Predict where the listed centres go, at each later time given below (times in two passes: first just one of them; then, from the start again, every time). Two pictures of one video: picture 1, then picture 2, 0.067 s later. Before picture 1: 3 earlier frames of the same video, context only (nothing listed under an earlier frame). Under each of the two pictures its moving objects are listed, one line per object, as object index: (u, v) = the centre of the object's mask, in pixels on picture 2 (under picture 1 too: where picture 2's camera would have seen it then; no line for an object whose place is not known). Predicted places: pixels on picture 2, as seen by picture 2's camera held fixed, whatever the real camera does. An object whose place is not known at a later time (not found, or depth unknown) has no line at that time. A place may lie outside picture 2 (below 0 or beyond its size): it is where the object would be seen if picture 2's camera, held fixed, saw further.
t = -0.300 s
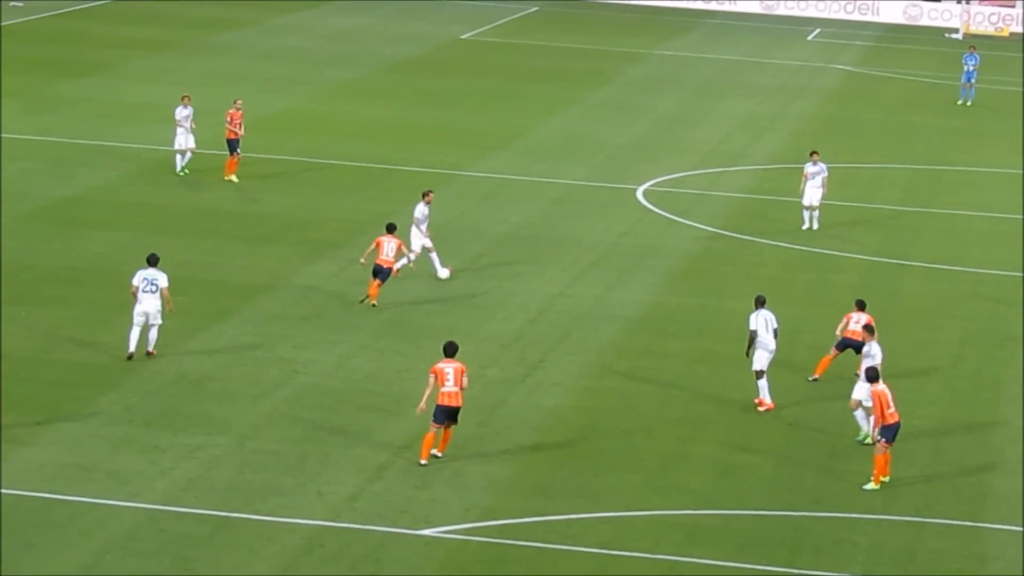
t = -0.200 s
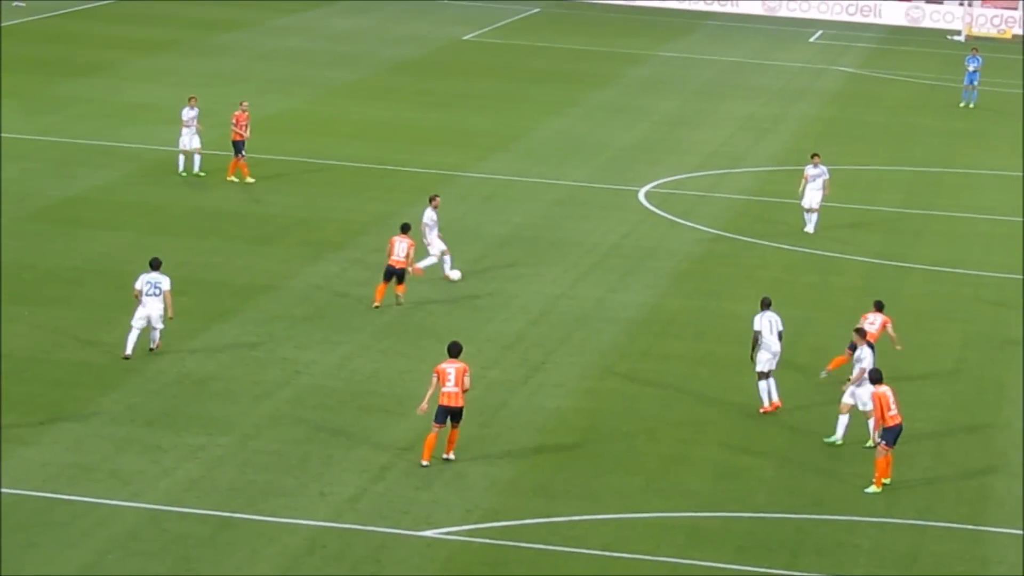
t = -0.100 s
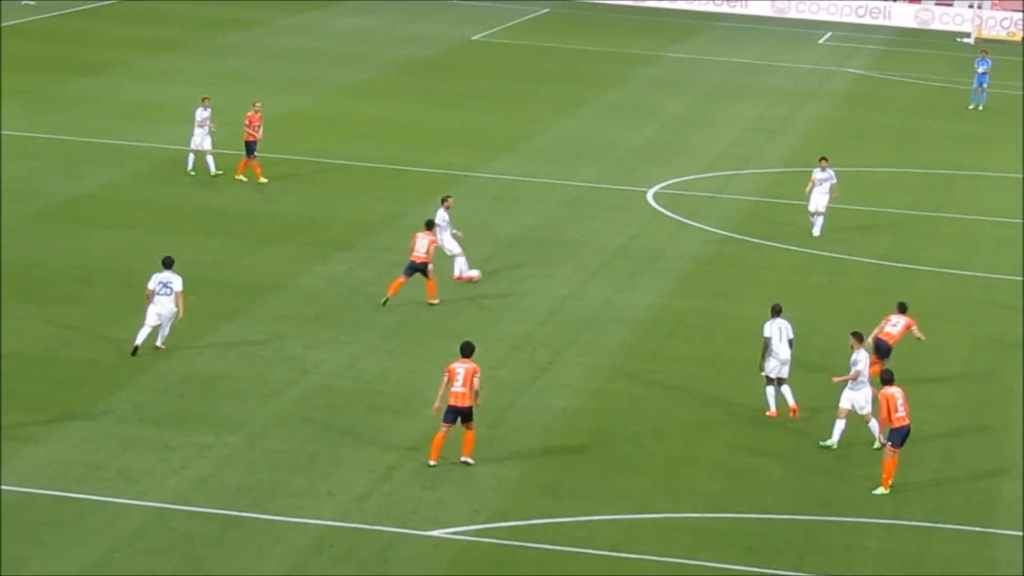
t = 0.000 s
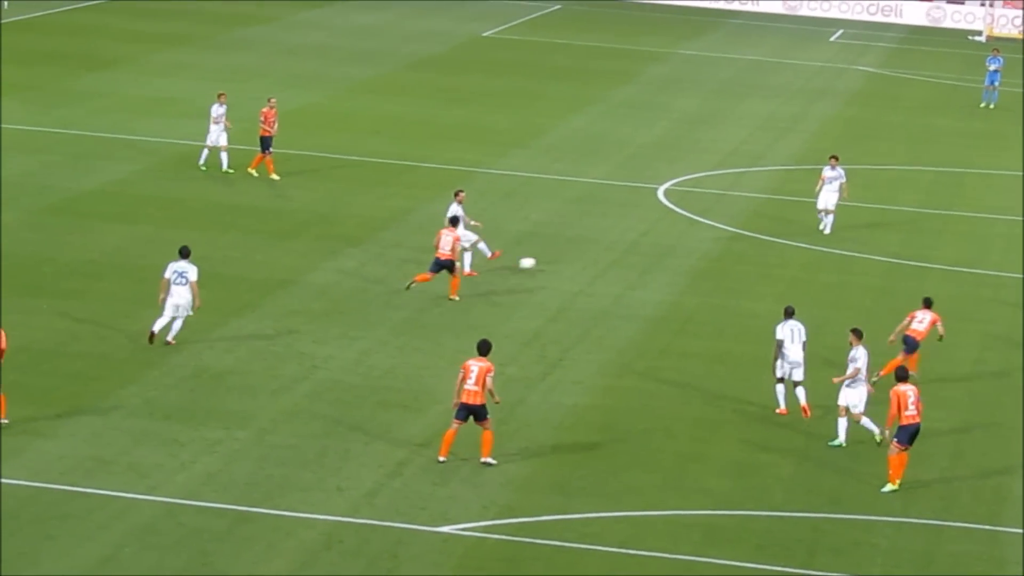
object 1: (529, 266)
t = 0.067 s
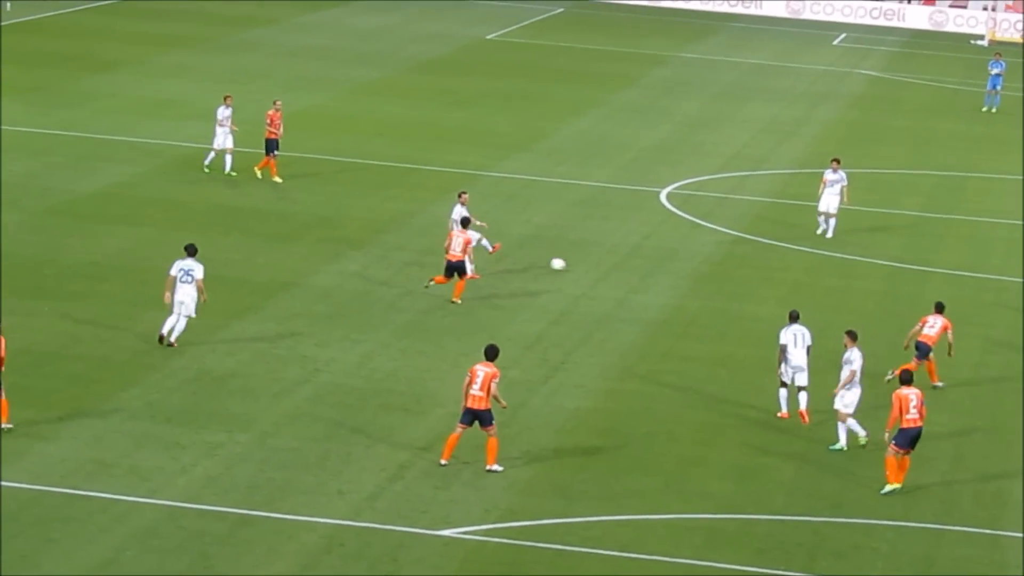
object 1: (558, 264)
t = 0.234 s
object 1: (622, 256)
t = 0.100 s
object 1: (572, 264)
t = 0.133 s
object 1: (585, 262)
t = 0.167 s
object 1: (598, 259)
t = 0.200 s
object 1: (610, 257)
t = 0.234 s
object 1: (622, 256)
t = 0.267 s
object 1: (635, 255)
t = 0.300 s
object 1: (647, 254)
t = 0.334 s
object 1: (659, 254)
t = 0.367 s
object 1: (670, 252)
